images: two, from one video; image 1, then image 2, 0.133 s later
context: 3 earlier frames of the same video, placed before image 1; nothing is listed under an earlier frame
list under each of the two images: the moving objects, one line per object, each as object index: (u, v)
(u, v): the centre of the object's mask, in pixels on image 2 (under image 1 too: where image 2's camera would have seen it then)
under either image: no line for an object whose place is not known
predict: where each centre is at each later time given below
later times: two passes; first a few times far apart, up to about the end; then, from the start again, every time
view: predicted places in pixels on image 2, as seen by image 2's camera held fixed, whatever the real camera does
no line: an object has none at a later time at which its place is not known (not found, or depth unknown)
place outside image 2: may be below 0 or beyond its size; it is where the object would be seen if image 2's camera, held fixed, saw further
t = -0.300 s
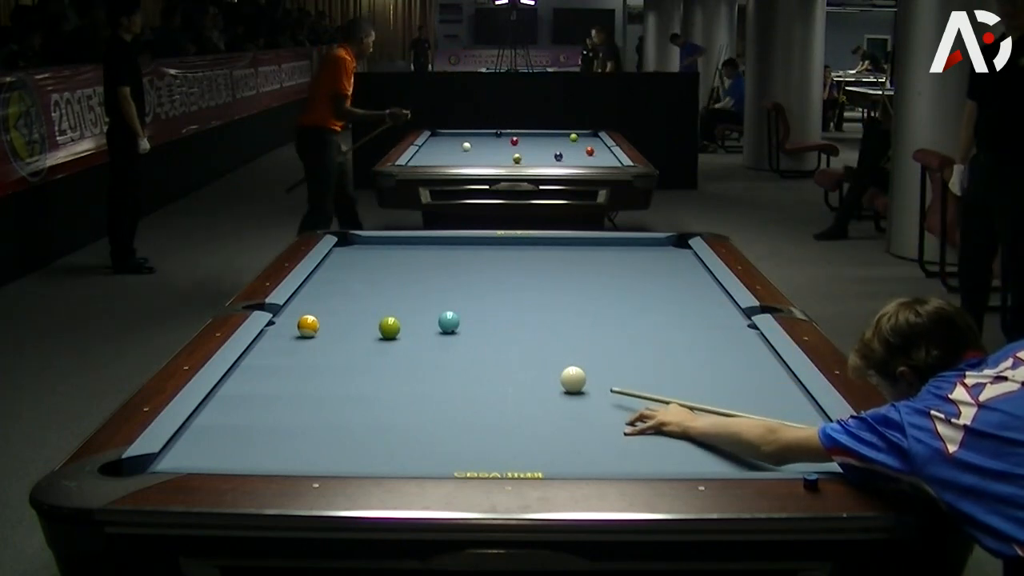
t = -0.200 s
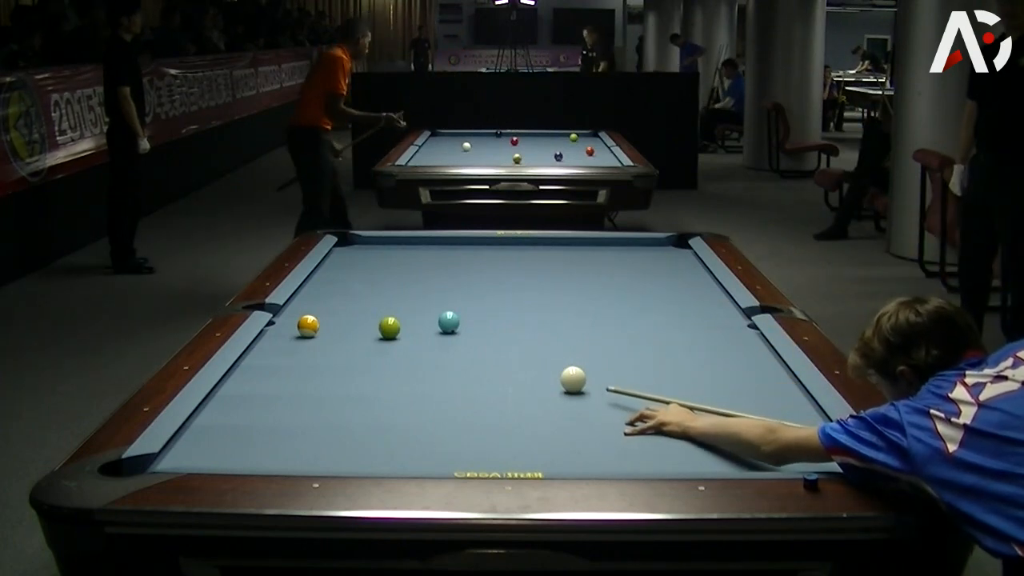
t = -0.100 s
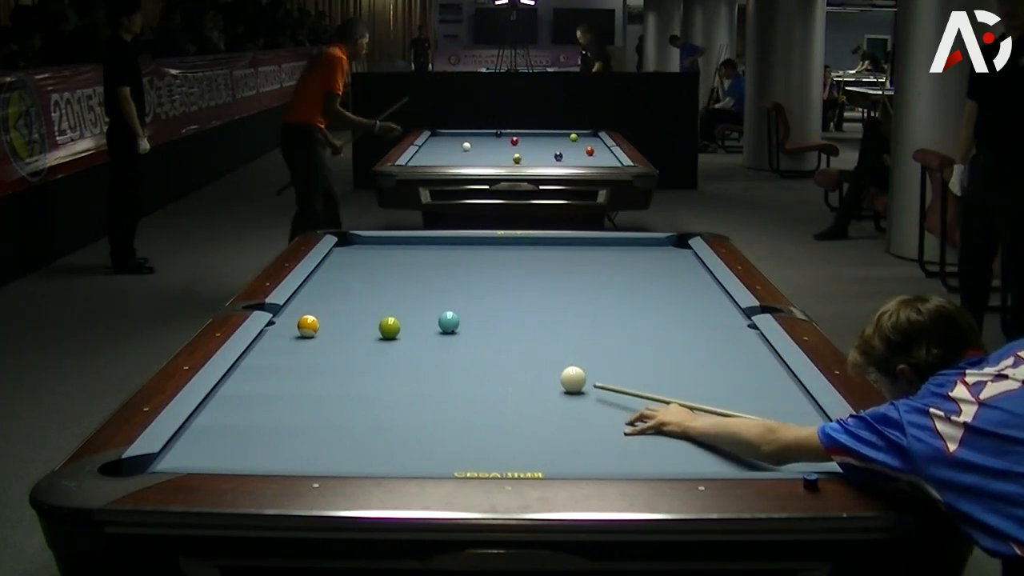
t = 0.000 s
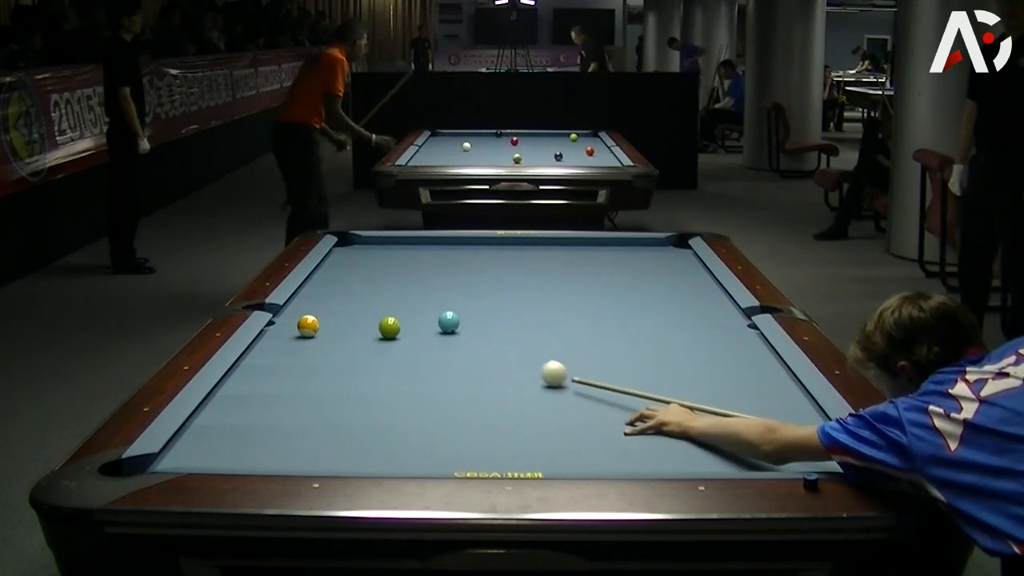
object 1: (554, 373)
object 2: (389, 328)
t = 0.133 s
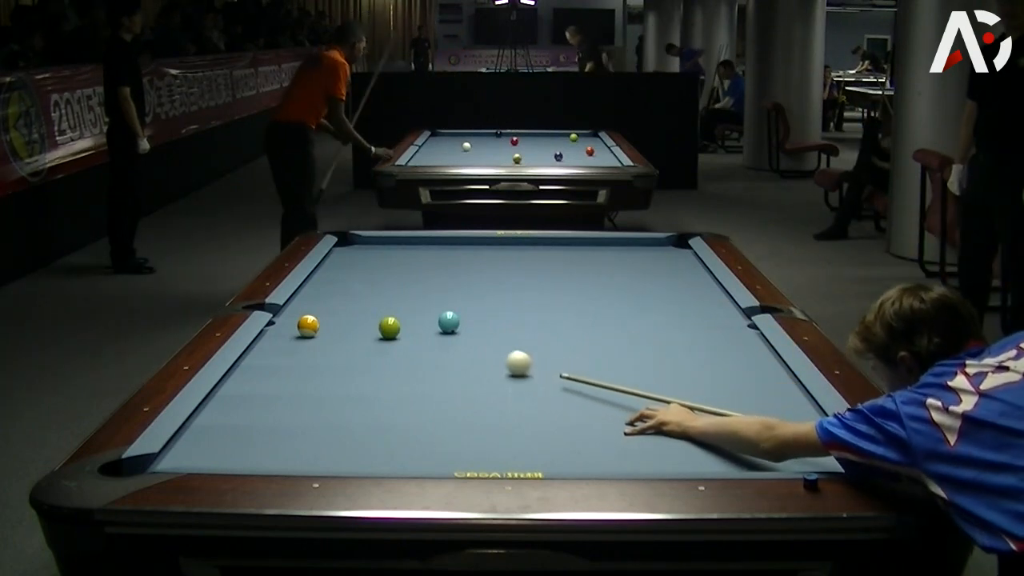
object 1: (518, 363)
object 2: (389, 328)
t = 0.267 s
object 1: (490, 355)
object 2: (389, 328)
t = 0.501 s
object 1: (444, 341)
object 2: (389, 328)
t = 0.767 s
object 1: (410, 329)
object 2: (378, 326)
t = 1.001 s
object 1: (412, 323)
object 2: (349, 322)
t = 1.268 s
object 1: (414, 318)
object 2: (323, 317)
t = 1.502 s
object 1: (415, 314)
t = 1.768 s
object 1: (418, 309)
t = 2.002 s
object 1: (420, 306)
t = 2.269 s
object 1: (422, 303)
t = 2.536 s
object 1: (424, 300)
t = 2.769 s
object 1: (426, 298)
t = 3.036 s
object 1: (426, 296)
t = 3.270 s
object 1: (427, 294)
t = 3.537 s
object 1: (427, 293)
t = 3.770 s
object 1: (428, 293)
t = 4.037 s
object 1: (428, 292)
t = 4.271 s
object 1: (428, 292)
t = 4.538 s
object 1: (428, 292)
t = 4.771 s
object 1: (428, 292)
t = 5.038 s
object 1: (428, 292)
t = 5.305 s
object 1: (428, 292)
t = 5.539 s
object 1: (428, 292)
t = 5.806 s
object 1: (428, 292)
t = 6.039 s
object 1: (428, 292)
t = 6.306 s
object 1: (428, 292)
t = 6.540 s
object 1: (428, 292)
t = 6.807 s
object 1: (429, 292)
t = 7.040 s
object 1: (429, 292)
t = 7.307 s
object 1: (429, 292)
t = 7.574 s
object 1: (429, 292)
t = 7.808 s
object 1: (429, 292)
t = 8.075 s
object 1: (429, 292)
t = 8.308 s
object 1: (429, 292)
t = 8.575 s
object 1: (429, 292)
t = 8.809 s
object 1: (429, 292)
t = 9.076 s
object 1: (429, 292)
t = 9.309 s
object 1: (429, 292)
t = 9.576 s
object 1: (429, 292)
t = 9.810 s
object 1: (429, 292)
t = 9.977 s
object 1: (428, 292)
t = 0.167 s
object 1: (511, 361)
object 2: (389, 328)
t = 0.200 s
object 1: (504, 359)
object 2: (389, 328)
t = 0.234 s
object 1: (497, 356)
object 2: (389, 328)
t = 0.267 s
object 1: (490, 355)
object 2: (389, 328)
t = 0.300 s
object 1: (483, 353)
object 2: (389, 328)
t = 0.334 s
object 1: (476, 350)
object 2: (389, 328)
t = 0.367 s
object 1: (470, 349)
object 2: (389, 328)
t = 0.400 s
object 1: (463, 347)
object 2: (389, 328)
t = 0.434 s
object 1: (456, 345)
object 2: (389, 328)
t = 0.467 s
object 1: (450, 343)
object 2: (389, 328)
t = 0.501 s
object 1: (444, 341)
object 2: (389, 328)
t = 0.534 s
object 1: (438, 339)
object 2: (389, 328)
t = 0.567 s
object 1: (432, 337)
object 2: (389, 328)
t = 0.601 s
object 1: (426, 336)
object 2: (389, 328)
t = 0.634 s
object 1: (420, 334)
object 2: (389, 328)
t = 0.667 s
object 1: (414, 332)
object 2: (389, 328)
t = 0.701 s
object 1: (409, 330)
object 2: (389, 328)
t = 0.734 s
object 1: (409, 330)
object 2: (384, 327)
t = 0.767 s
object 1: (410, 329)
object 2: (378, 326)
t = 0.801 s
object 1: (410, 328)
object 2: (372, 325)
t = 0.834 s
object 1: (411, 327)
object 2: (368, 324)
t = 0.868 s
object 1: (411, 326)
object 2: (363, 324)
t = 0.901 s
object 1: (411, 326)
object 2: (360, 323)
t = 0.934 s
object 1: (412, 325)
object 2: (356, 323)
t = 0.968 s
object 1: (412, 324)
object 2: (353, 322)
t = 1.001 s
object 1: (412, 323)
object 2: (349, 322)
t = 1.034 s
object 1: (413, 323)
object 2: (346, 321)
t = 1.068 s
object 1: (413, 322)
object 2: (342, 321)
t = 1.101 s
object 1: (413, 321)
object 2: (339, 320)
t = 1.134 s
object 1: (413, 321)
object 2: (335, 320)
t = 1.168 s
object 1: (413, 320)
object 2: (332, 319)
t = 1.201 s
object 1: (414, 319)
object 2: (329, 318)
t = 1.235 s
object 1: (414, 319)
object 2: (326, 318)
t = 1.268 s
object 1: (414, 318)
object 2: (323, 317)
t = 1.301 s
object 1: (414, 317)
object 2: (321, 315)
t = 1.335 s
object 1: (414, 317)
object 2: (318, 314)
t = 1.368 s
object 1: (414, 316)
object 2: (314, 312)
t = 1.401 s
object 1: (415, 316)
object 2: (310, 311)
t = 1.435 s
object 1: (415, 315)
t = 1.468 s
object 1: (415, 314)
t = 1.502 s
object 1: (415, 314)
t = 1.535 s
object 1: (416, 313)
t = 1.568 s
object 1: (416, 313)
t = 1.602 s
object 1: (416, 312)
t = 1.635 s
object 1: (417, 311)
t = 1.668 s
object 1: (417, 311)
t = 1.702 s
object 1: (417, 310)
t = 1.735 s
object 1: (418, 310)
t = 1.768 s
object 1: (418, 309)
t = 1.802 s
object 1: (418, 309)
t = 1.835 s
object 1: (418, 309)
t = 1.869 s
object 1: (419, 308)
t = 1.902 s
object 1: (419, 308)
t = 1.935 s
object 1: (419, 307)
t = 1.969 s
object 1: (420, 306)
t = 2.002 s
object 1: (420, 306)
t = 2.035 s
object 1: (420, 306)
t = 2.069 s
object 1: (421, 305)
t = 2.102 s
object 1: (421, 305)
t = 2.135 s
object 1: (421, 304)
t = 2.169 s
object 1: (421, 304)
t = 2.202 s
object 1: (422, 304)
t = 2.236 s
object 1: (422, 303)
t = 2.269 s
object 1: (422, 303)
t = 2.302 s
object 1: (423, 302)
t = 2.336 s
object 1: (423, 302)
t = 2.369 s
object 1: (423, 302)
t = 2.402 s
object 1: (423, 301)
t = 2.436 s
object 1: (424, 301)
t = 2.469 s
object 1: (424, 301)
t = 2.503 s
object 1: (424, 300)
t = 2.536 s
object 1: (424, 300)
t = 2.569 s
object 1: (425, 300)
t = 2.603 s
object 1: (425, 299)
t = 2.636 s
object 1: (425, 299)
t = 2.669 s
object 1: (425, 299)
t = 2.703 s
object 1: (425, 298)
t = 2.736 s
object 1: (426, 298)
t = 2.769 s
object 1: (426, 298)
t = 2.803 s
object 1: (426, 298)
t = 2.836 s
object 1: (426, 297)
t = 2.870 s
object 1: (426, 297)
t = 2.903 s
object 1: (426, 297)
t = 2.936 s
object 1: (426, 297)
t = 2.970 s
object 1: (426, 296)
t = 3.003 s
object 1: (426, 296)
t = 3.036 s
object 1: (426, 296)
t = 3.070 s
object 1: (426, 296)
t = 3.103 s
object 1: (427, 295)
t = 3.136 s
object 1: (427, 295)
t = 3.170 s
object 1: (427, 295)
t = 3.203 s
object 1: (427, 295)
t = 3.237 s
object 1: (427, 295)
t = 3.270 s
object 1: (427, 294)
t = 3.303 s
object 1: (427, 294)
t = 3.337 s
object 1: (427, 294)
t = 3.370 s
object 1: (427, 294)
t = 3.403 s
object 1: (427, 294)
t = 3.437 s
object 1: (427, 294)
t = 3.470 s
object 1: (427, 294)
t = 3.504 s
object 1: (427, 294)
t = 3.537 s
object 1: (427, 293)
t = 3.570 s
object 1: (427, 293)
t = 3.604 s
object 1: (428, 293)
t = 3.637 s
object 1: (428, 293)
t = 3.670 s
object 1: (428, 293)
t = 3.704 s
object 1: (428, 293)
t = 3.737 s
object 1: (428, 293)
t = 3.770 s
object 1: (428, 293)
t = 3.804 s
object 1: (428, 293)
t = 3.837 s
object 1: (428, 293)
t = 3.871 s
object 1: (428, 293)
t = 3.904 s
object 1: (428, 292)
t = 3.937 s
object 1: (428, 292)
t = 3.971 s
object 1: (428, 292)
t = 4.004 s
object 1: (428, 292)
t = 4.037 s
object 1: (428, 292)
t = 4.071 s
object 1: (428, 292)
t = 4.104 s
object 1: (428, 292)
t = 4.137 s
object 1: (428, 292)
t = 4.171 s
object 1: (428, 292)
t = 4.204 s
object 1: (428, 292)
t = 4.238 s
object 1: (428, 292)
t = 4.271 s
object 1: (428, 292)
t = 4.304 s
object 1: (428, 292)
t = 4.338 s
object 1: (428, 292)
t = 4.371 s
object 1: (428, 292)
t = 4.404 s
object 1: (428, 292)
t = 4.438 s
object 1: (428, 292)
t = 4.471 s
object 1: (428, 292)
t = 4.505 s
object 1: (428, 292)
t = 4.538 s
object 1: (428, 292)
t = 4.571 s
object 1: (428, 292)
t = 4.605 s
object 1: (428, 292)
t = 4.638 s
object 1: (428, 292)
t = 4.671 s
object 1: (428, 292)
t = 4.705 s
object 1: (428, 292)
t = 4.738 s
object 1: (428, 292)
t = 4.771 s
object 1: (428, 292)
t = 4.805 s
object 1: (428, 292)
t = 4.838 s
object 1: (428, 292)
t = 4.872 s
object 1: (428, 292)
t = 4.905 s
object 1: (428, 292)
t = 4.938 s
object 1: (428, 292)
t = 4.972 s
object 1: (428, 292)
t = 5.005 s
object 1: (428, 292)
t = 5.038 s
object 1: (428, 292)
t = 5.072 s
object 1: (428, 292)
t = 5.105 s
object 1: (428, 292)
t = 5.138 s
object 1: (428, 292)
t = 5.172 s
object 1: (428, 292)
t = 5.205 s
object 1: (428, 292)
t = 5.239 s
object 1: (428, 292)
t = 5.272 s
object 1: (428, 292)
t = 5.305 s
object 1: (428, 292)
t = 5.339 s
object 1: (428, 292)
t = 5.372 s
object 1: (428, 292)
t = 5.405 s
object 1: (428, 292)
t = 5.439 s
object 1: (428, 292)
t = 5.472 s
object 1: (428, 292)
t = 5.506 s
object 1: (428, 292)
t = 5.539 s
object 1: (428, 292)
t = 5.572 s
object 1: (428, 292)
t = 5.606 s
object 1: (428, 292)
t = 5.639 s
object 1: (428, 292)
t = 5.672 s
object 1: (428, 292)
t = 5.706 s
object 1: (428, 292)
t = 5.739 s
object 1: (428, 292)
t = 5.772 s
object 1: (428, 292)
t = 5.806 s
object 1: (428, 292)
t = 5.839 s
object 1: (428, 292)
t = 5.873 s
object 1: (428, 292)
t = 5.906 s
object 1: (428, 292)
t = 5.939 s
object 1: (428, 292)
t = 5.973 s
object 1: (428, 292)
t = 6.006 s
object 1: (428, 292)
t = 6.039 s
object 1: (428, 292)
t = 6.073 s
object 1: (428, 292)
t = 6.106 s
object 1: (428, 292)
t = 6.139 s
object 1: (428, 292)
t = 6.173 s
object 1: (428, 292)
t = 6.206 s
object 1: (428, 292)
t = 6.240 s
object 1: (428, 292)
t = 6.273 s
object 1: (428, 292)
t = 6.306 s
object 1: (428, 292)
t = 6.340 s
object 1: (428, 292)
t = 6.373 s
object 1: (428, 292)
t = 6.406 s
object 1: (428, 292)
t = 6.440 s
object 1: (428, 292)
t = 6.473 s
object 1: (428, 292)
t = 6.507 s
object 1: (428, 292)
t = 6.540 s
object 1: (428, 292)
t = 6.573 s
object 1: (428, 292)
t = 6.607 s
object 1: (429, 292)
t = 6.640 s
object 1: (429, 292)
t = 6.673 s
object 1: (429, 292)
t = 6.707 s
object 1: (429, 292)
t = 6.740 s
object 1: (429, 292)
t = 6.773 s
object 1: (429, 292)
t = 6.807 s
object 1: (429, 292)
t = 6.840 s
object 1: (429, 292)
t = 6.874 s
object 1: (429, 292)
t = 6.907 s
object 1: (429, 292)
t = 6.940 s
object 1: (429, 292)
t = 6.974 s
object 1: (429, 292)
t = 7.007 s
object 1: (429, 292)
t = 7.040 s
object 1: (429, 292)
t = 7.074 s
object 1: (429, 292)
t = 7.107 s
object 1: (429, 292)
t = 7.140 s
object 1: (429, 292)
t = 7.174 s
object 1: (429, 292)
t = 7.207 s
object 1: (429, 292)
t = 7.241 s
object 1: (429, 292)
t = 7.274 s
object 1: (429, 292)
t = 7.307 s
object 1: (429, 292)
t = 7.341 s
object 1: (429, 292)
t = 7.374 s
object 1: (429, 292)
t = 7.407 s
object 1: (429, 292)
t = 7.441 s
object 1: (429, 292)
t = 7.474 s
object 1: (429, 292)
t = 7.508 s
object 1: (429, 292)
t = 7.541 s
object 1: (429, 292)
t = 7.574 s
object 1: (429, 292)
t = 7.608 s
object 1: (429, 292)
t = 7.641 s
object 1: (429, 292)
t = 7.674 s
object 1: (429, 292)
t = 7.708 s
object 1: (429, 292)
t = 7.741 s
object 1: (429, 292)
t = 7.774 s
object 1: (429, 292)
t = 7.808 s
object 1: (429, 292)
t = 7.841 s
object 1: (429, 292)
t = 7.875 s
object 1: (429, 292)
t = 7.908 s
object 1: (429, 292)
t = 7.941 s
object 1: (429, 292)
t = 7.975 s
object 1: (429, 292)
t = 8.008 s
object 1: (429, 292)
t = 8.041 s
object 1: (429, 292)
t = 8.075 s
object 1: (429, 292)
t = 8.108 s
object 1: (429, 292)
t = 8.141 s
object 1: (429, 292)
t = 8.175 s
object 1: (429, 292)
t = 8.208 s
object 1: (429, 292)
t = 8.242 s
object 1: (429, 292)
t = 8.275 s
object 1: (429, 292)
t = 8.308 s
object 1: (429, 292)
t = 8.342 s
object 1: (429, 292)
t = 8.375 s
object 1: (429, 292)
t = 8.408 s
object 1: (429, 292)
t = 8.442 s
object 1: (429, 292)
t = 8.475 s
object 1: (429, 292)
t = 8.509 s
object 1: (429, 292)
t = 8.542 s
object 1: (429, 292)
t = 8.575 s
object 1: (429, 292)
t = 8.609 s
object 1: (429, 292)
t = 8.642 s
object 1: (429, 292)
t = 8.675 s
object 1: (429, 292)
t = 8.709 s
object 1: (429, 292)
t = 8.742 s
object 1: (429, 292)
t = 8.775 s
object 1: (429, 292)
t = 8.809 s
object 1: (429, 292)
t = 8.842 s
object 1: (429, 292)
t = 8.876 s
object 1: (429, 292)
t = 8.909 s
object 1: (429, 292)
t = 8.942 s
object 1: (429, 292)
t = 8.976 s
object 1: (429, 292)
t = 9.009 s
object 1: (429, 292)
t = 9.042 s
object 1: (429, 292)
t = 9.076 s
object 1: (429, 292)
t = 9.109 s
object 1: (429, 292)
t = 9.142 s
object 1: (429, 292)
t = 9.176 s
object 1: (429, 292)
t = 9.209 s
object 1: (429, 292)
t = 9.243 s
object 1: (429, 292)
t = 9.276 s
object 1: (429, 292)
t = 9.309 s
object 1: (429, 292)
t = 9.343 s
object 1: (429, 292)
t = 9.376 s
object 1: (429, 292)
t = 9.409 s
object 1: (429, 292)
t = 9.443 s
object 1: (429, 292)
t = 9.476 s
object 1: (429, 292)
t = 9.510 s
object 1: (429, 292)
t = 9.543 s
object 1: (429, 292)
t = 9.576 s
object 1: (429, 292)
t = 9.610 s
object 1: (429, 292)
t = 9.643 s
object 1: (429, 292)
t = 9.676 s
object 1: (429, 292)
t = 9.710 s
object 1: (429, 292)
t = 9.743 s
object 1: (429, 292)
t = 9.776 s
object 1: (429, 292)
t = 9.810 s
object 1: (429, 292)
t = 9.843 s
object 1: (429, 292)
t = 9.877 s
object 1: (429, 292)
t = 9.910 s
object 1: (429, 292)
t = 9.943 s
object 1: (428, 292)
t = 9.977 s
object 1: (428, 292)
